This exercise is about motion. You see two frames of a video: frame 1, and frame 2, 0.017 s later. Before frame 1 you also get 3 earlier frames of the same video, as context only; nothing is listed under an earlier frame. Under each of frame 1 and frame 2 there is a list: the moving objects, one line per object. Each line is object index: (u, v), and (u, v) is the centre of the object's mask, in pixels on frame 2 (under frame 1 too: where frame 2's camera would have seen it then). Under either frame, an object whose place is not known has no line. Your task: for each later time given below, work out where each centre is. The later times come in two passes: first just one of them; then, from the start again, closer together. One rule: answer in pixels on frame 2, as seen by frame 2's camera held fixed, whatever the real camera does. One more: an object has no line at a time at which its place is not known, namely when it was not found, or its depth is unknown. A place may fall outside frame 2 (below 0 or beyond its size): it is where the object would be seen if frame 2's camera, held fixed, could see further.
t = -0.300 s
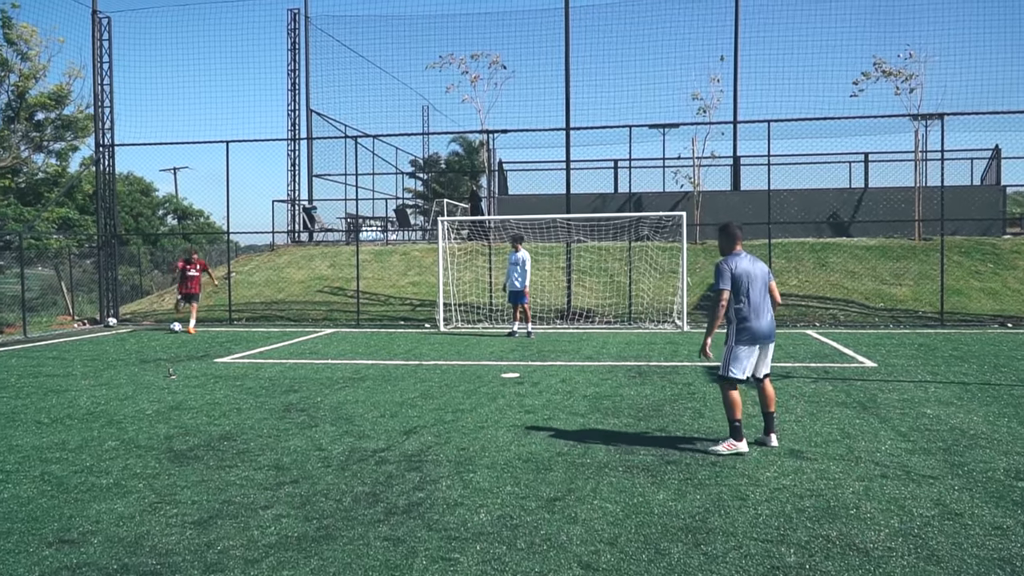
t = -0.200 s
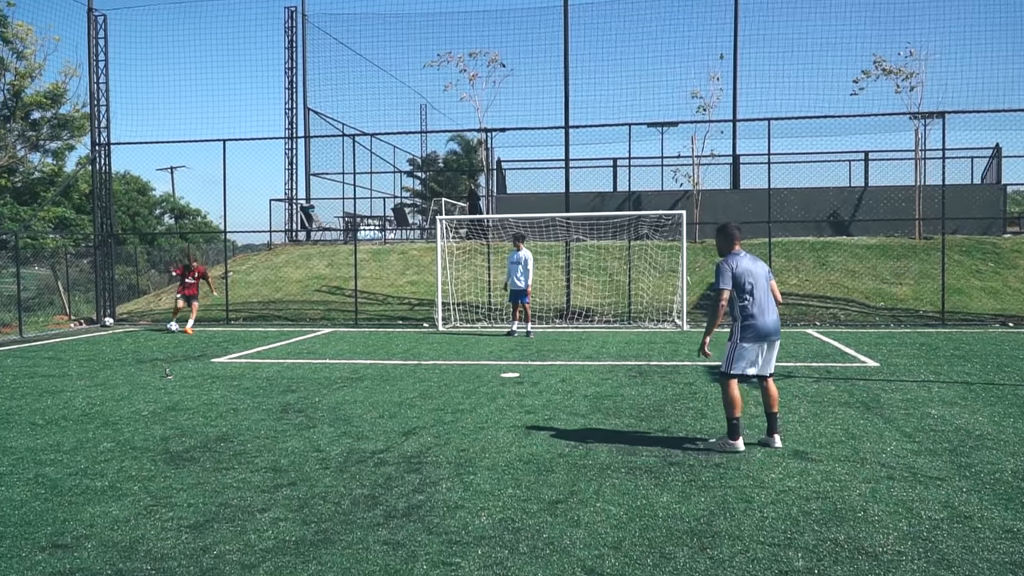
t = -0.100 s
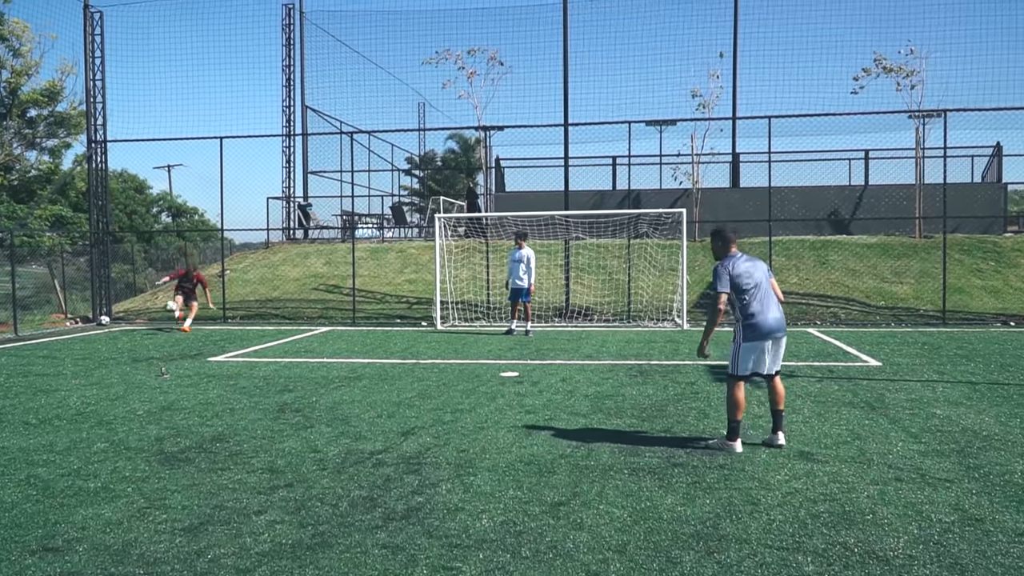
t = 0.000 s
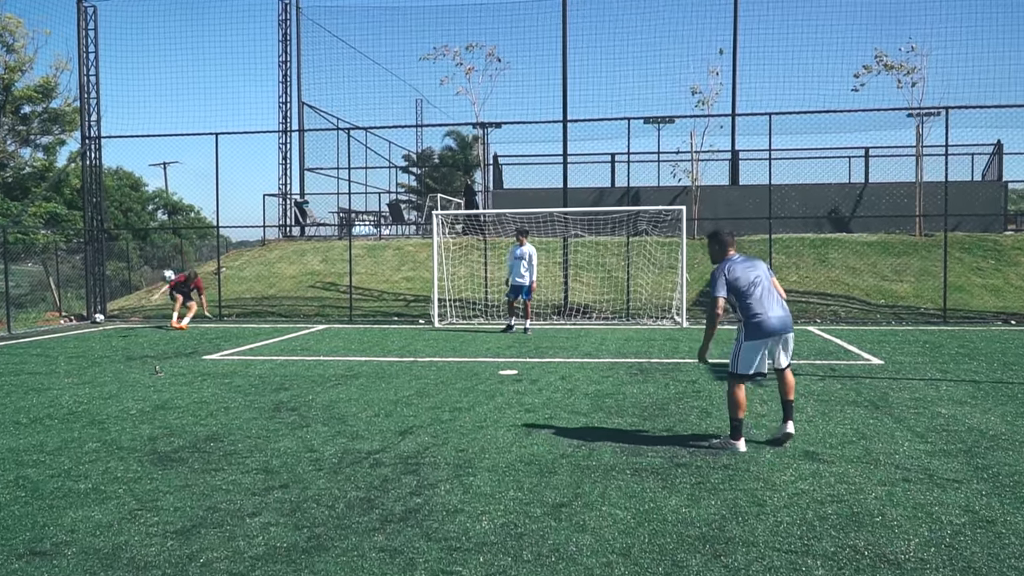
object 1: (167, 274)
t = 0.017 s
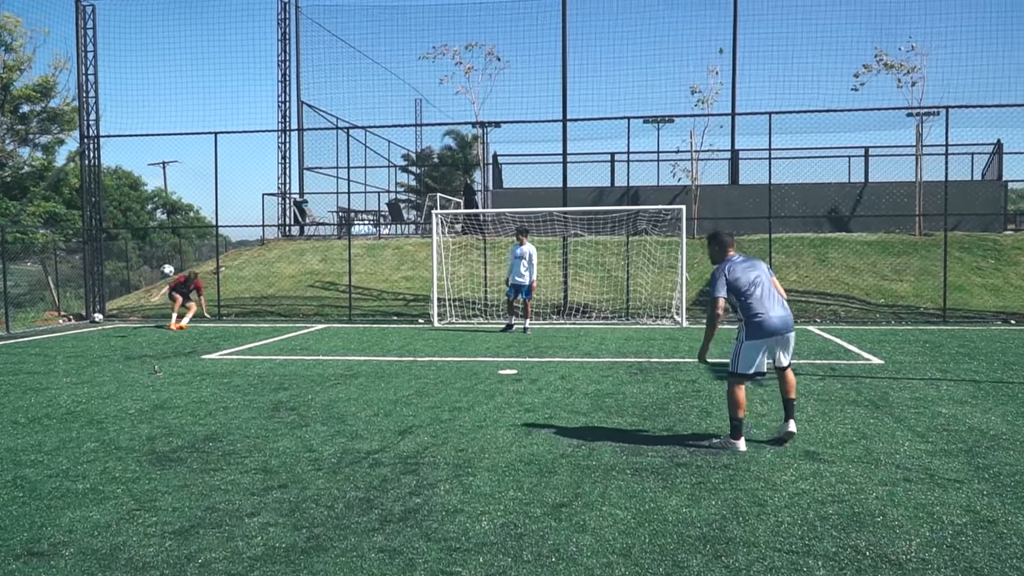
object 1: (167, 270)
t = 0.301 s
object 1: (171, 201)
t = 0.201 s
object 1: (170, 224)
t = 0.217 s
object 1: (170, 219)
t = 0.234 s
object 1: (168, 215)
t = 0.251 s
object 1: (168, 213)
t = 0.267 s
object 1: (170, 209)
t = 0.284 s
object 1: (171, 207)
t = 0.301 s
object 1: (171, 201)
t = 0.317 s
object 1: (176, 198)
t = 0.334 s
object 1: (176, 197)
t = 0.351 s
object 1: (177, 193)
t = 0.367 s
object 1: (174, 190)
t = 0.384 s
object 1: (174, 187)
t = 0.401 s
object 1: (177, 185)
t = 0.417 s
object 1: (175, 182)
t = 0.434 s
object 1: (176, 179)
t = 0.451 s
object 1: (176, 177)
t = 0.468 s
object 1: (178, 174)
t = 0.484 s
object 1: (178, 171)
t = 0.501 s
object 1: (178, 170)
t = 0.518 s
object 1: (179, 167)
